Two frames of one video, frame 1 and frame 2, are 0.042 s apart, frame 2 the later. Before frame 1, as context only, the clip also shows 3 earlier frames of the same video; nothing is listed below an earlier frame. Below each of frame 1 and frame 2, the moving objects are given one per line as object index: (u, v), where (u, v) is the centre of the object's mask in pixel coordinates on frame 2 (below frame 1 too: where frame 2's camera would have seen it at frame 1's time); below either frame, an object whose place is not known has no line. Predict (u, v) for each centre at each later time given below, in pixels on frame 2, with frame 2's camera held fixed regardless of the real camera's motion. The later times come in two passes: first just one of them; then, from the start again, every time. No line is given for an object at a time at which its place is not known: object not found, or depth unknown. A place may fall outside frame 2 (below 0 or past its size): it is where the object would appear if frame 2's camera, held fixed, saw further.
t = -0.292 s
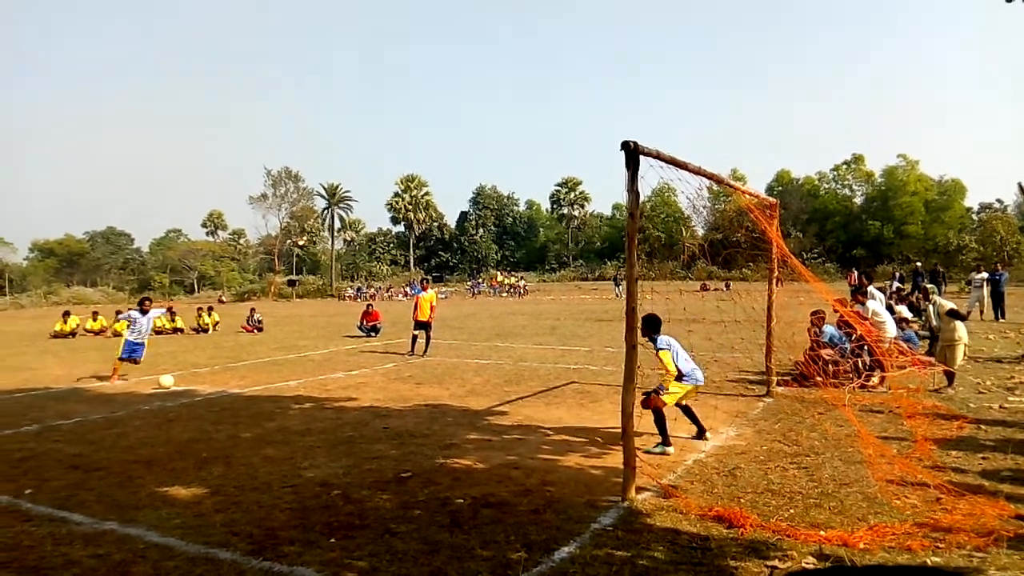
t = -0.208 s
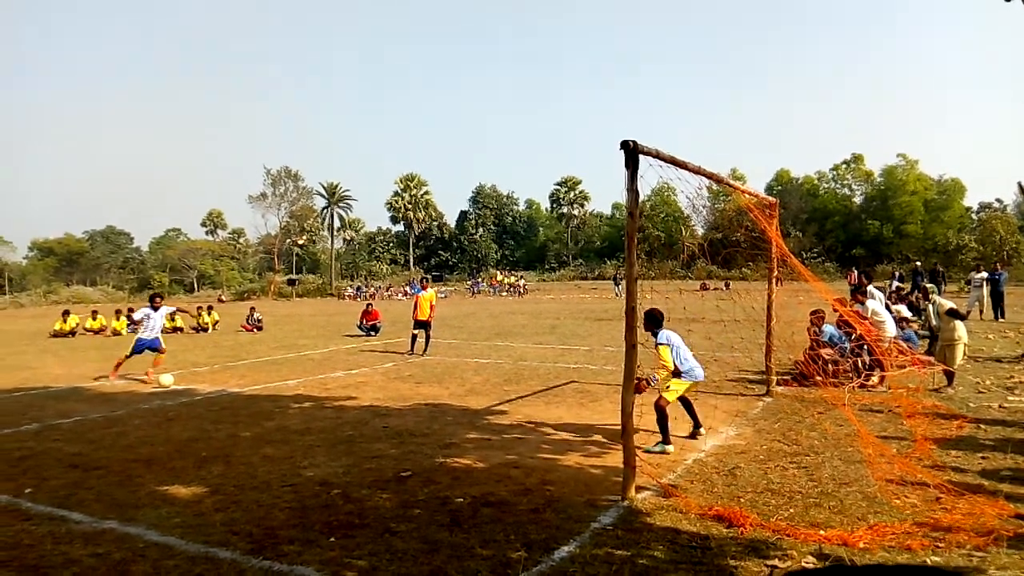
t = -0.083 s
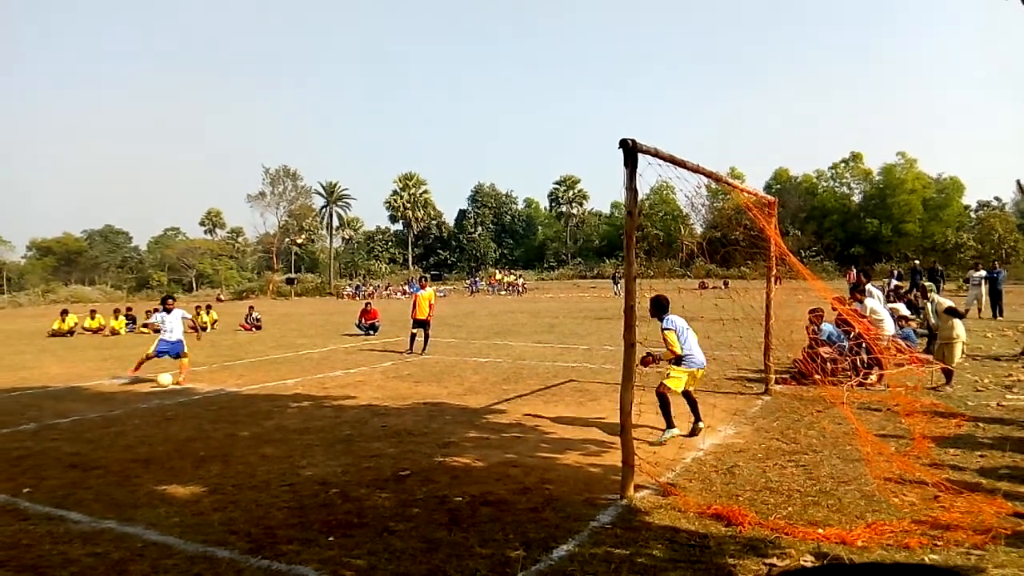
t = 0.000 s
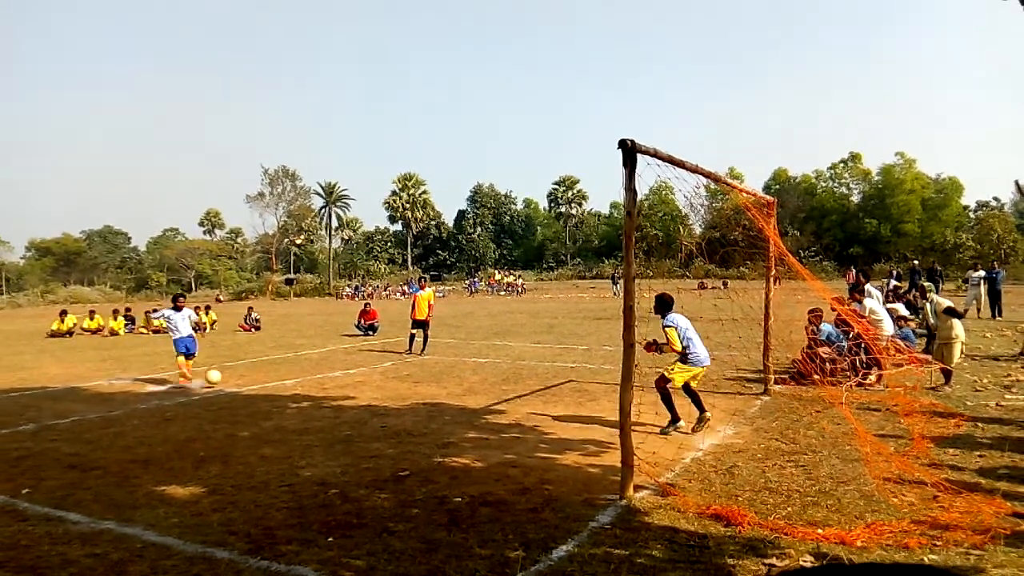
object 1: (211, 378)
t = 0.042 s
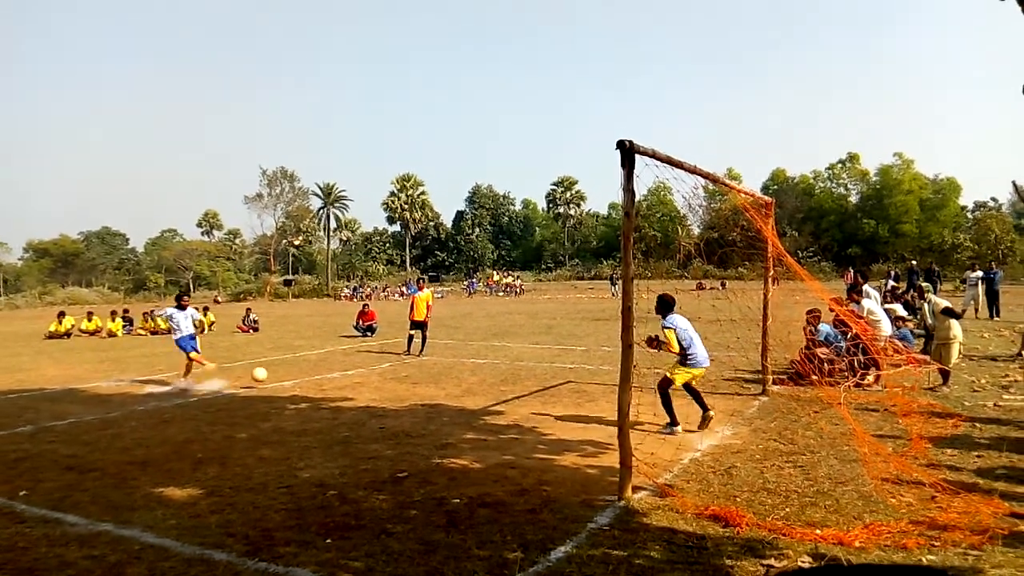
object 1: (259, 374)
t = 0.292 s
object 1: (545, 378)
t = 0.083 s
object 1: (308, 372)
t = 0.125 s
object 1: (355, 371)
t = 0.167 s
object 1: (404, 371)
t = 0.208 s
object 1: (452, 374)
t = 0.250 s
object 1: (500, 378)
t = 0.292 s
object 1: (545, 378)
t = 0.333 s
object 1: (583, 369)
